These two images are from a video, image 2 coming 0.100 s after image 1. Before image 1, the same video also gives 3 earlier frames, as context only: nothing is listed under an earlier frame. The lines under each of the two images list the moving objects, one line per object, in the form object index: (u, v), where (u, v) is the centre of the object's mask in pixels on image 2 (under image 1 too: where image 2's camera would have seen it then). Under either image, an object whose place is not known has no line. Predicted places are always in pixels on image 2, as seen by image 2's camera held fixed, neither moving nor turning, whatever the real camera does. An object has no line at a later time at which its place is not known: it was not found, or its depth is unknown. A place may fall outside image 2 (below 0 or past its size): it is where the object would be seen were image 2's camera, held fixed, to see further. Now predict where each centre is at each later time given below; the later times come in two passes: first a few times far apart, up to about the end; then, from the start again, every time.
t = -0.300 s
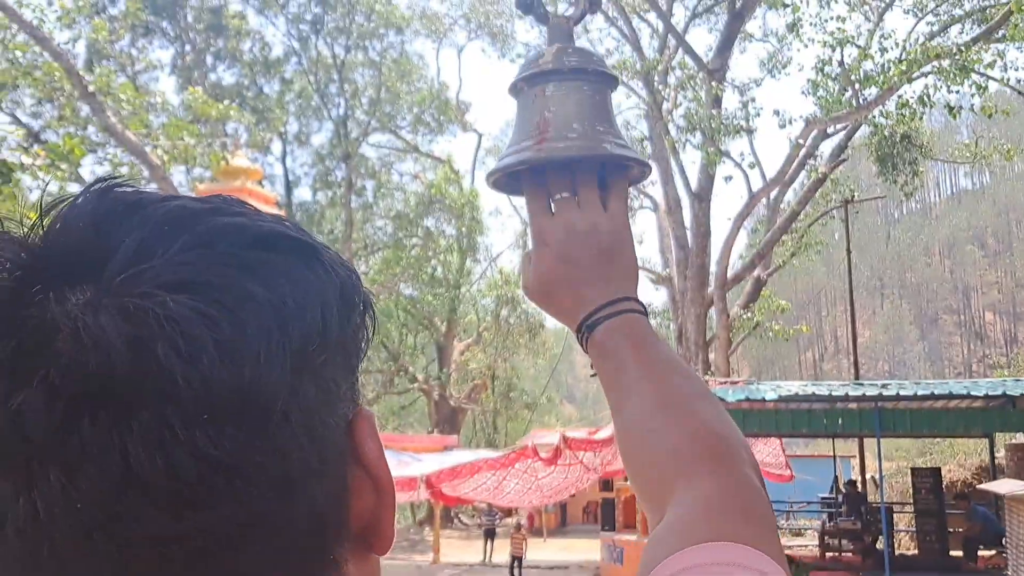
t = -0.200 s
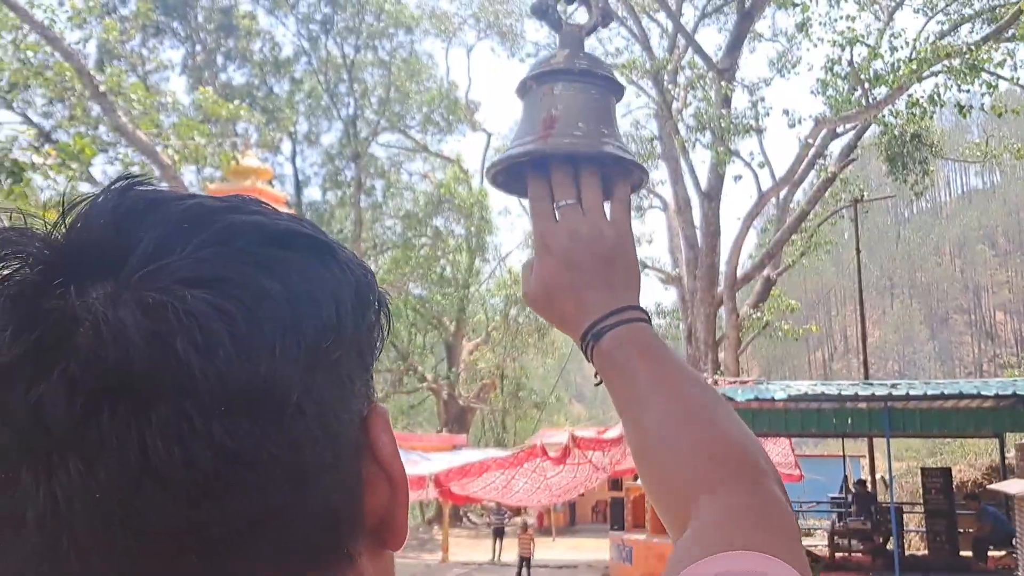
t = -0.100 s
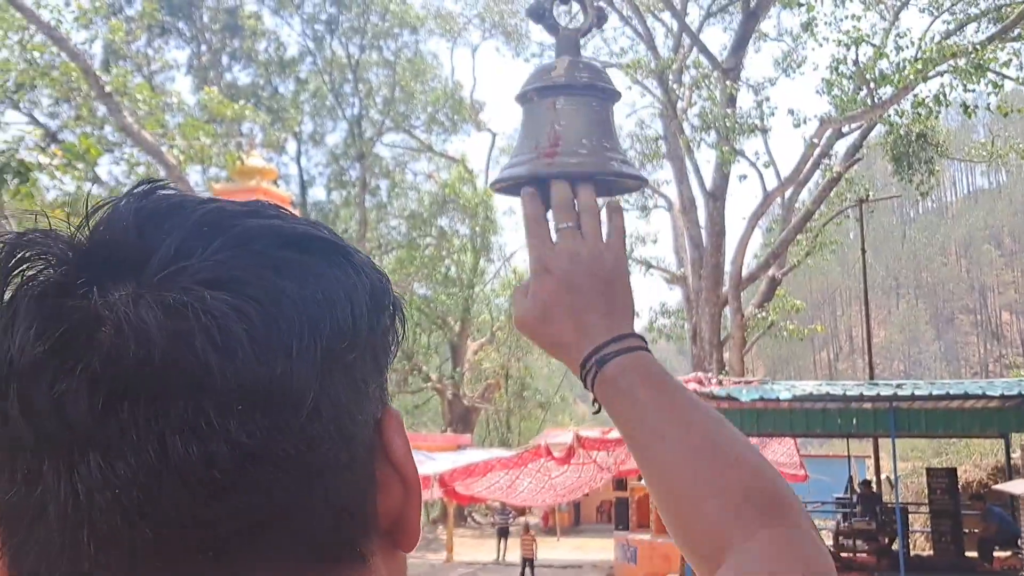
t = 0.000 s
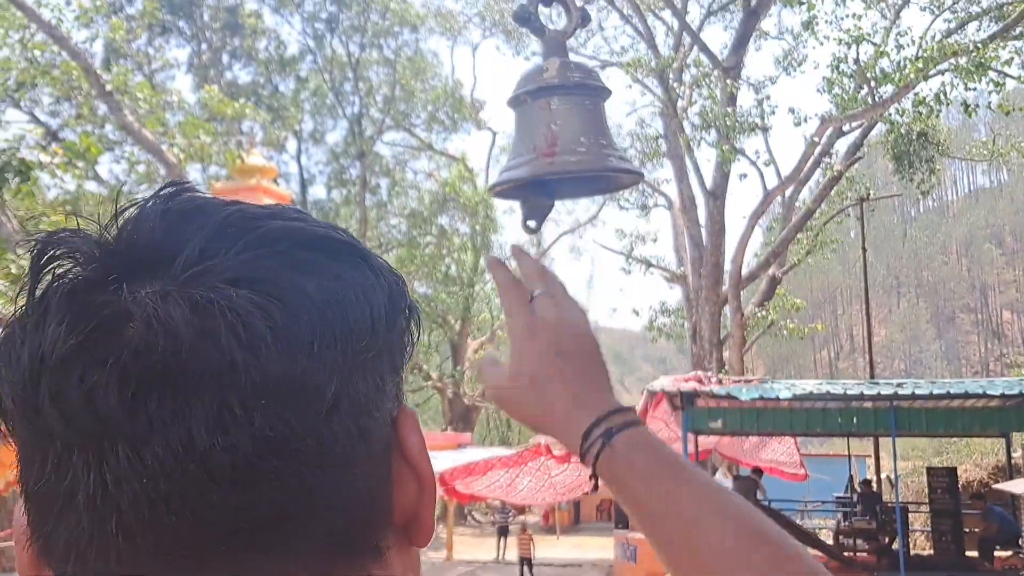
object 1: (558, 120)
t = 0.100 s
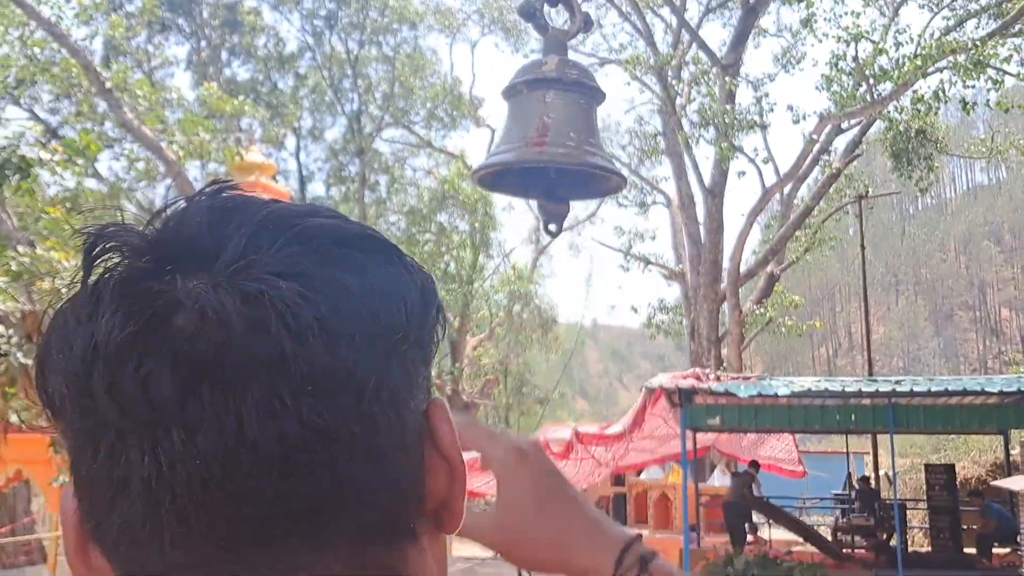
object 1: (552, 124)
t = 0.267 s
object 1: (553, 130)
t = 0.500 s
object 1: (569, 128)
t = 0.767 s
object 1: (609, 131)
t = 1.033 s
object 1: (652, 129)
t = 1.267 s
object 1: (644, 124)
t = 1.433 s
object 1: (622, 118)
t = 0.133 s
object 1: (550, 127)
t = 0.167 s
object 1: (550, 127)
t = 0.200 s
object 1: (550, 129)
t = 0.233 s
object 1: (551, 130)
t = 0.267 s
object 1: (553, 130)
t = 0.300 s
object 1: (555, 130)
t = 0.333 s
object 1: (556, 130)
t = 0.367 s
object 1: (558, 129)
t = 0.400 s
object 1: (559, 128)
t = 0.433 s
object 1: (562, 128)
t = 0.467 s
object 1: (565, 127)
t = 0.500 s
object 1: (569, 128)
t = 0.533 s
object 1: (574, 128)
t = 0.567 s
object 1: (579, 128)
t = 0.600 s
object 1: (584, 128)
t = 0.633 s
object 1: (588, 128)
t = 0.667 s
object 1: (592, 129)
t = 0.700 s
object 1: (597, 130)
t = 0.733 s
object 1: (602, 130)
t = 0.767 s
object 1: (609, 131)
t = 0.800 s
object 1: (615, 132)
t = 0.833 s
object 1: (622, 132)
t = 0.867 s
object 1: (629, 132)
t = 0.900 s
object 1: (634, 132)
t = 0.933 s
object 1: (640, 131)
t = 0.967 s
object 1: (645, 131)
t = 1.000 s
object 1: (649, 130)
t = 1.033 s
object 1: (652, 129)
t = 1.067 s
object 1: (655, 129)
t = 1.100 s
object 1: (655, 128)
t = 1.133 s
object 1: (654, 128)
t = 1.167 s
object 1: (652, 127)
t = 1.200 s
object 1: (649, 126)
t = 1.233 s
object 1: (647, 125)
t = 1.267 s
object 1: (644, 124)
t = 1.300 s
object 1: (641, 123)
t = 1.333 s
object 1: (637, 122)
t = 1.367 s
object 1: (633, 120)
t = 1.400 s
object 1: (627, 120)
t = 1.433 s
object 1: (622, 118)
